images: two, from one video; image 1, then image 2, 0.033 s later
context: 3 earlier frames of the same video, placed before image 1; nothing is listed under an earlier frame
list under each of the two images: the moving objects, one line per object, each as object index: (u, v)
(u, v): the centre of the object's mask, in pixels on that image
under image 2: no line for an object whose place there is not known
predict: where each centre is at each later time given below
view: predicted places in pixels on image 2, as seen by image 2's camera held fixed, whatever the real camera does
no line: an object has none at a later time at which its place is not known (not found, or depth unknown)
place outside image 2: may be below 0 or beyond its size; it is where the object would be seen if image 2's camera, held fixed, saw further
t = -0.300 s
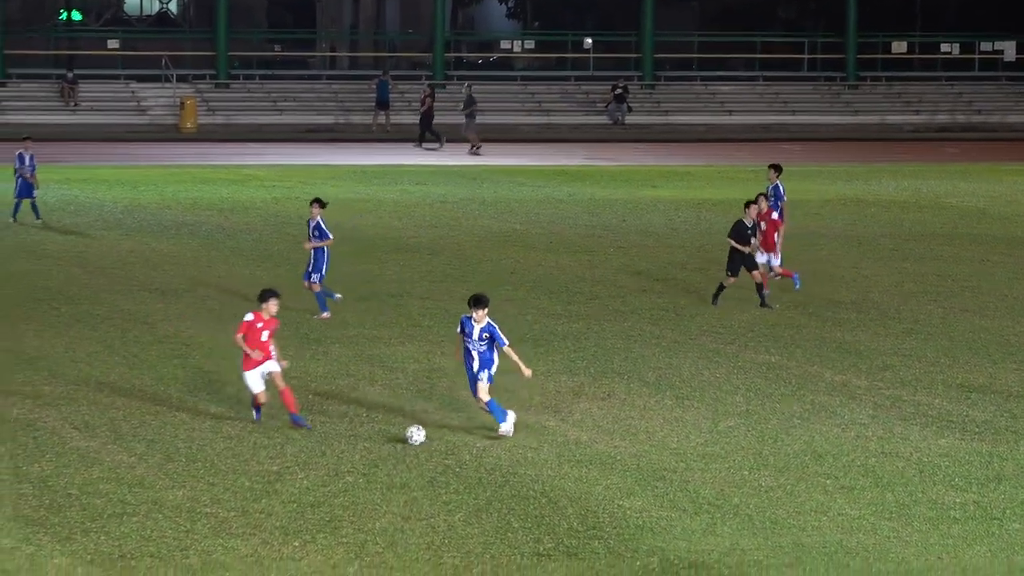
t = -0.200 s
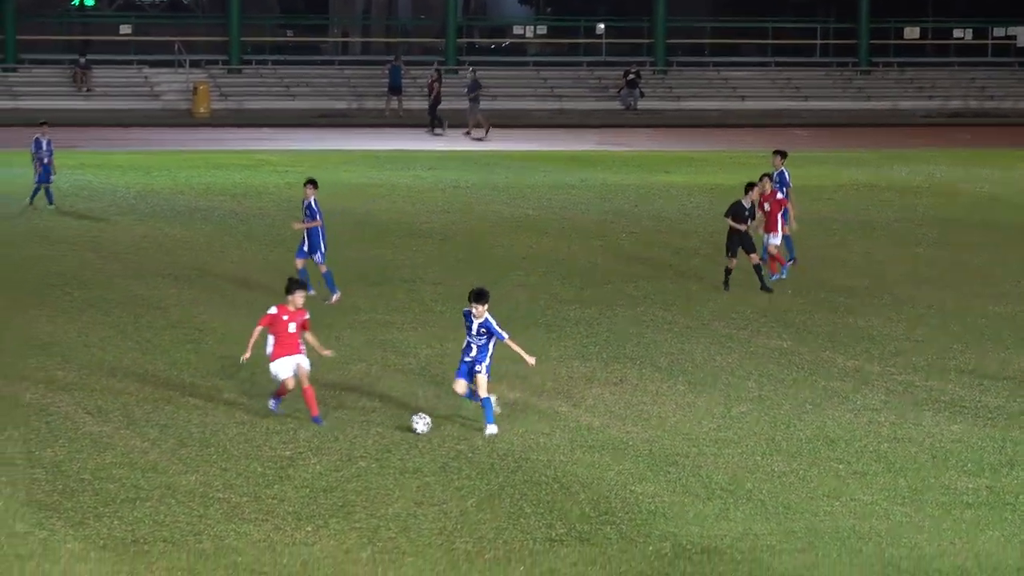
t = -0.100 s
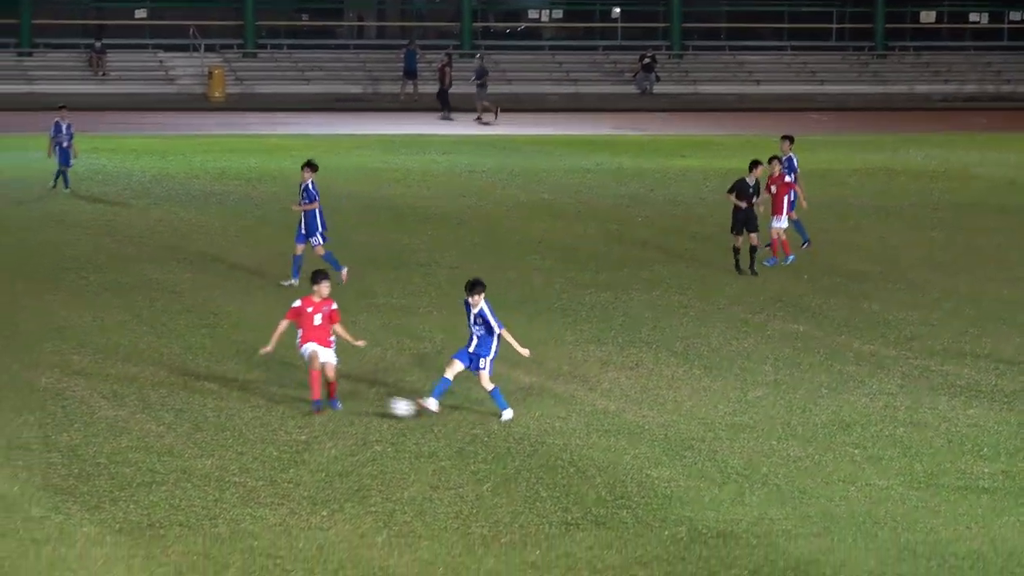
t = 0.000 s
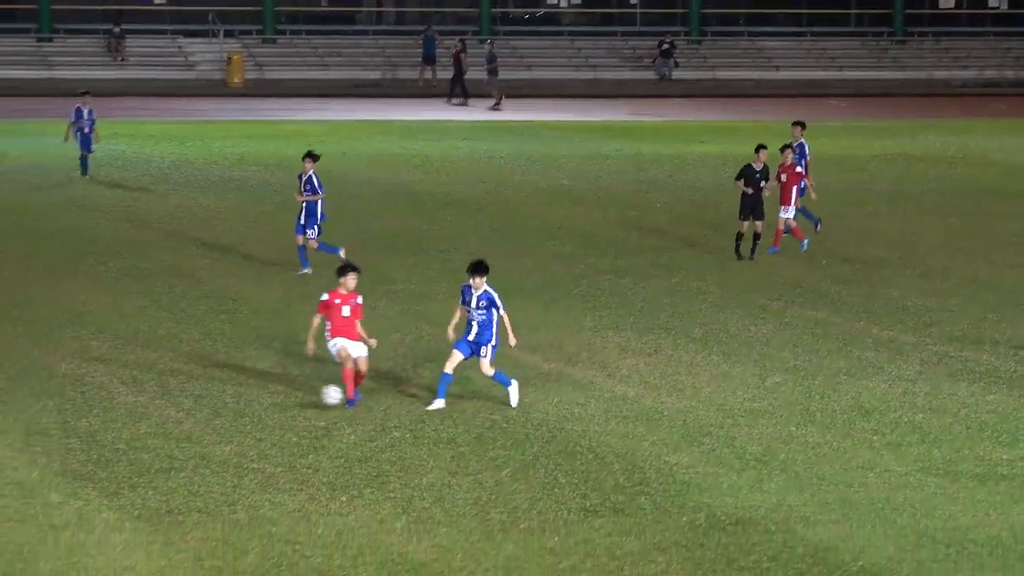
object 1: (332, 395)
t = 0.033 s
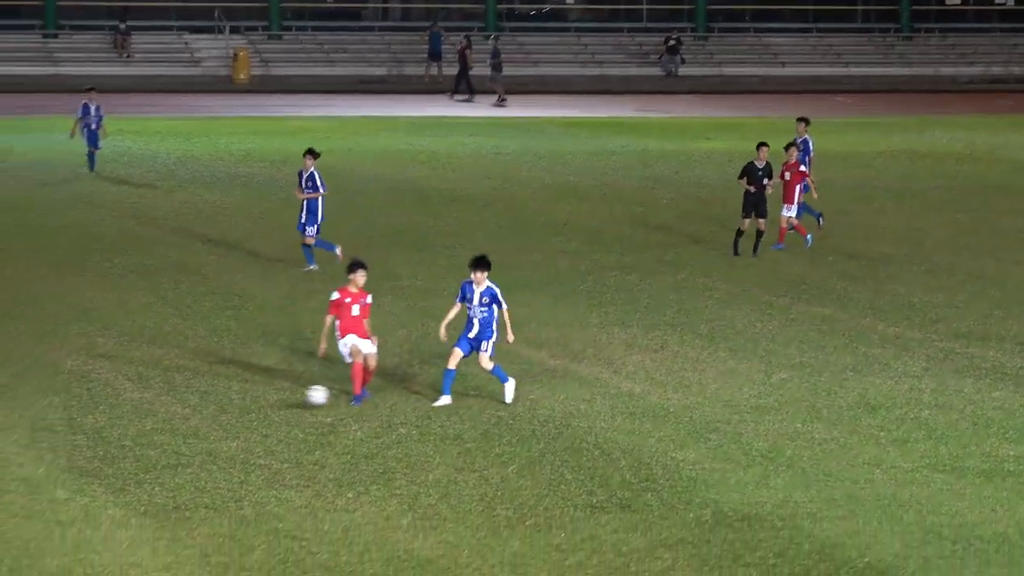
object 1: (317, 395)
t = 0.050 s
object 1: (307, 398)
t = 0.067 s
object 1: (296, 401)
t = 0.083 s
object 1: (285, 403)
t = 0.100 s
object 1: (274, 406)
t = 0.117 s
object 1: (265, 409)
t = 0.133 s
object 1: (254, 412)
